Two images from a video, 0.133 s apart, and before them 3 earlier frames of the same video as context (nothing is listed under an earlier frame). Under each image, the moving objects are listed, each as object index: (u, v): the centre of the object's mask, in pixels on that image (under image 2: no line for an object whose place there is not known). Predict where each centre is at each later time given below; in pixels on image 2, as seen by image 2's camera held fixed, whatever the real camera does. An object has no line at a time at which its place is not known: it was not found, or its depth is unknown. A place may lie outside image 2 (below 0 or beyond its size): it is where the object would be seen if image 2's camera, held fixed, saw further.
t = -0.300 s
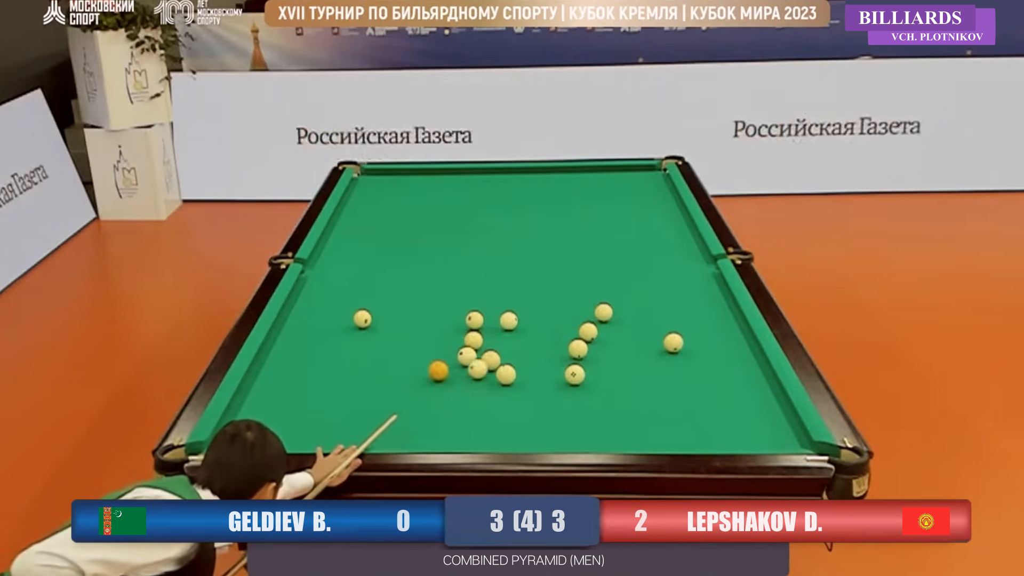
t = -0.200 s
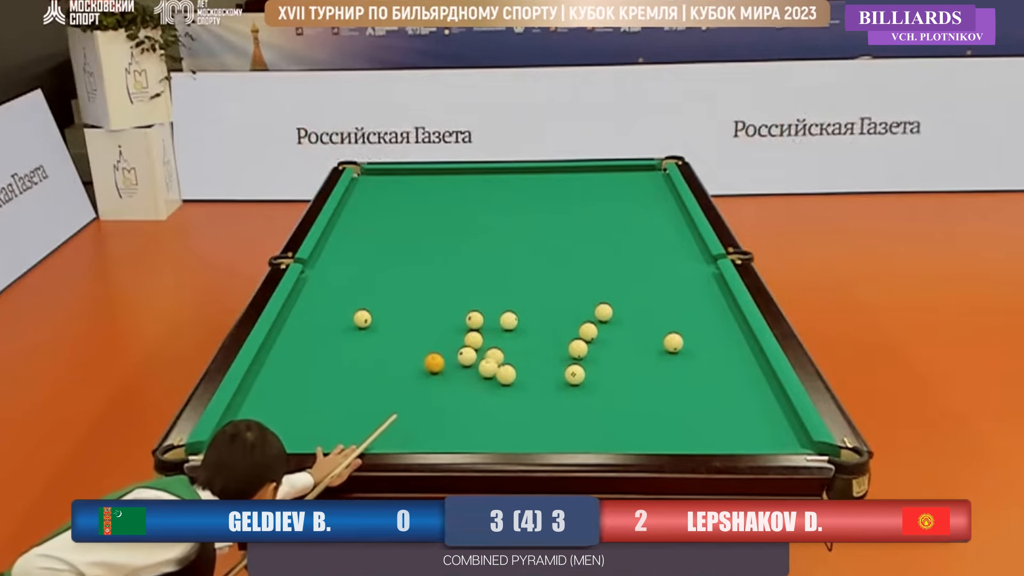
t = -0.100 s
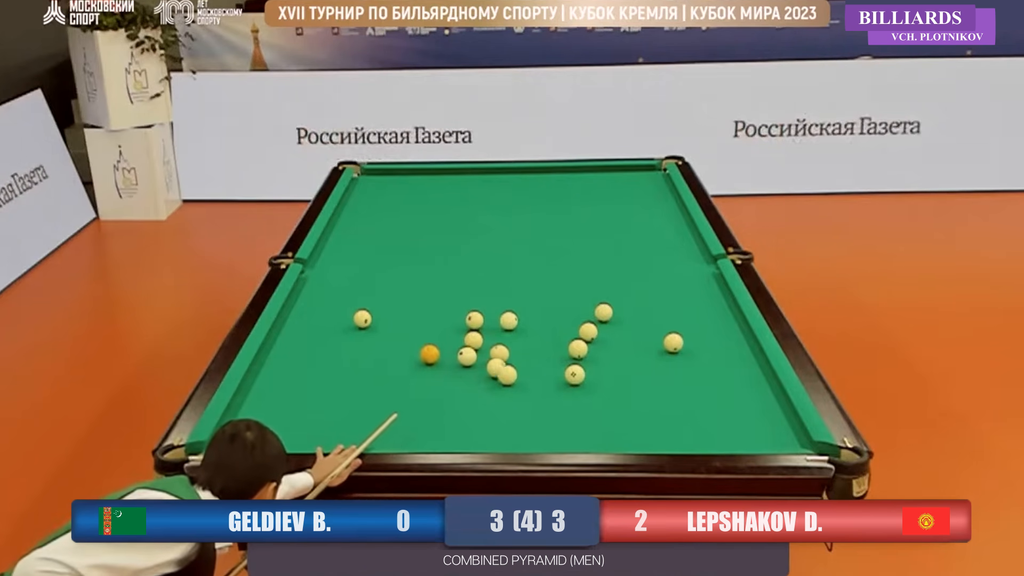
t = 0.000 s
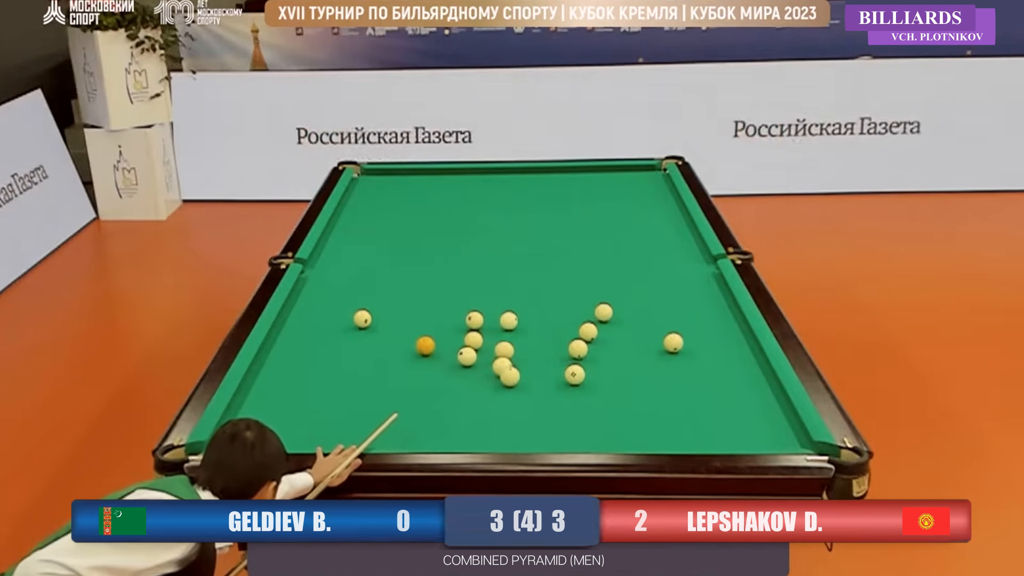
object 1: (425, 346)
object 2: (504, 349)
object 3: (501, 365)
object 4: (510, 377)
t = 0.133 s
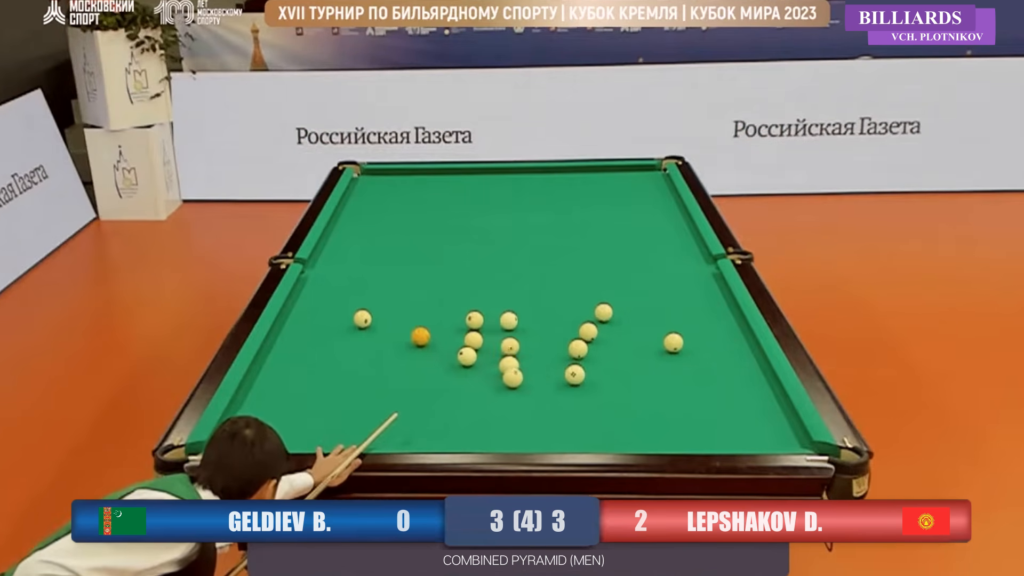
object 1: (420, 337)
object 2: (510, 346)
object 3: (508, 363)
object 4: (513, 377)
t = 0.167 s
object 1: (420, 335)
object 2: (511, 346)
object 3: (509, 363)
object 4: (513, 378)
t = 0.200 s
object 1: (419, 333)
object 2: (512, 345)
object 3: (511, 363)
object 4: (514, 378)
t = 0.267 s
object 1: (415, 327)
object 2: (516, 342)
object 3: (516, 363)
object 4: (516, 379)
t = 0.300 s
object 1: (415, 325)
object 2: (517, 342)
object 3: (517, 362)
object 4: (516, 379)
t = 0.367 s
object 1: (412, 321)
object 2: (520, 339)
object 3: (521, 362)
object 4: (518, 379)
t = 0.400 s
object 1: (411, 318)
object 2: (521, 338)
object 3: (522, 362)
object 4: (518, 380)
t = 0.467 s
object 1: (409, 315)
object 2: (523, 337)
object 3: (525, 362)
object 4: (519, 380)
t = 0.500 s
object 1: (408, 313)
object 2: (524, 336)
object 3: (526, 361)
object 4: (520, 380)
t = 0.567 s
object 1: (406, 308)
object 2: (527, 334)
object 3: (530, 361)
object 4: (521, 381)
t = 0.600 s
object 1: (405, 306)
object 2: (529, 333)
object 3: (531, 361)
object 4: (522, 381)
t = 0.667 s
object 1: (402, 301)
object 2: (531, 331)
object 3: (534, 361)
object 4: (522, 382)
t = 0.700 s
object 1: (401, 299)
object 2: (533, 331)
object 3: (536, 360)
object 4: (523, 382)
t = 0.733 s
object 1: (400, 298)
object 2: (534, 330)
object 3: (537, 360)
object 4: (524, 382)
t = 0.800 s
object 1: (399, 294)
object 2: (536, 329)
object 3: (539, 360)
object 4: (525, 383)
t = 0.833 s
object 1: (398, 293)
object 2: (537, 327)
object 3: (541, 360)
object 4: (525, 383)
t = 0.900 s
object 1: (396, 289)
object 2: (540, 326)
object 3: (544, 359)
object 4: (526, 383)
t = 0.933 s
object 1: (395, 288)
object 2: (540, 325)
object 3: (544, 359)
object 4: (526, 383)
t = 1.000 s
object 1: (393, 284)
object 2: (543, 324)
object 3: (547, 359)
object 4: (527, 384)
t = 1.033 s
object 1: (392, 281)
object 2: (544, 323)
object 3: (549, 358)
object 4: (528, 384)
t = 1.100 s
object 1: (390, 278)
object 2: (546, 321)
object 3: (550, 358)
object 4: (528, 384)
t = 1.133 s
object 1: (390, 276)
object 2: (547, 321)
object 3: (551, 358)
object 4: (528, 384)
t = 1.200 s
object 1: (388, 274)
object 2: (549, 319)
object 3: (554, 358)
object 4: (529, 385)
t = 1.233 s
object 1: (387, 272)
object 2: (550, 319)
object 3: (555, 357)
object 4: (529, 385)
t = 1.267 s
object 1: (387, 271)
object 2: (551, 318)
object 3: (556, 357)
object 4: (530, 385)
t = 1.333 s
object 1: (385, 267)
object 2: (553, 316)
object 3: (558, 357)
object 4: (530, 385)
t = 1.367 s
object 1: (384, 264)
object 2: (555, 315)
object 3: (560, 357)
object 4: (531, 386)
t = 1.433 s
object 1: (382, 261)
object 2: (557, 314)
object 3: (562, 357)
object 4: (531, 386)
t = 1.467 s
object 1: (381, 260)
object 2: (557, 313)
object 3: (562, 357)
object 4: (531, 386)
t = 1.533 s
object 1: (380, 257)
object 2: (560, 312)
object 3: (564, 356)
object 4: (532, 386)
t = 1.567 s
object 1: (379, 255)
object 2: (561, 311)
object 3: (565, 356)
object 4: (532, 386)
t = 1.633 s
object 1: (378, 253)
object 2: (562, 310)
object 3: (566, 356)
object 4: (532, 386)
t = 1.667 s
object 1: (377, 252)
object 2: (563, 310)
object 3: (567, 356)
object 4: (532, 386)
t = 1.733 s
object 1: (376, 248)
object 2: (565, 309)
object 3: (569, 356)
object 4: (532, 386)
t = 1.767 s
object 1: (375, 248)
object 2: (565, 308)
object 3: (569, 356)
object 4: (532, 386)
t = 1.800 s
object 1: (374, 246)
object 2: (566, 307)
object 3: (571, 355)
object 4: (532, 386)
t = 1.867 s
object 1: (373, 243)
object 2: (568, 306)
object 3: (572, 356)
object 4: (532, 386)
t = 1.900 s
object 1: (373, 242)
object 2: (568, 306)
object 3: (573, 356)
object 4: (532, 387)
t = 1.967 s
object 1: (371, 239)
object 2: (570, 305)
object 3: (574, 356)
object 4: (532, 387)
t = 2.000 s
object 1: (370, 238)
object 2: (571, 304)
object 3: (574, 356)
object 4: (532, 387)
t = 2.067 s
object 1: (370, 236)
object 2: (572, 303)
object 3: (575, 356)
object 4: (532, 387)
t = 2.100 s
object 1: (369, 235)
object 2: (573, 303)
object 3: (575, 356)
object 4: (532, 387)
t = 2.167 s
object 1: (368, 233)
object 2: (574, 302)
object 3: (576, 356)
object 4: (532, 387)
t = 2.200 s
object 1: (367, 231)
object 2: (575, 301)
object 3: (576, 356)
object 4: (532, 387)
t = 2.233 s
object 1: (367, 230)
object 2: (575, 301)
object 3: (577, 356)
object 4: (532, 387)
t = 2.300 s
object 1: (365, 228)
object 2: (577, 300)
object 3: (577, 356)
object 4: (532, 387)
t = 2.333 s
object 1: (365, 226)
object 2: (578, 299)
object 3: (578, 356)
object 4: (532, 387)
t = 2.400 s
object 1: (364, 225)
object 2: (579, 299)
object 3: (578, 356)
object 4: (532, 387)
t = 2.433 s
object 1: (363, 224)
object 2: (579, 298)
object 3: (578, 356)
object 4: (532, 387)
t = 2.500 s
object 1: (362, 221)
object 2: (580, 297)
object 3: (578, 356)
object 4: (532, 387)
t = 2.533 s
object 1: (362, 221)
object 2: (581, 297)
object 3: (578, 356)
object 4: (532, 387)
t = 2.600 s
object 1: (361, 218)
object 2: (582, 296)
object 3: (579, 356)
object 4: (532, 387)
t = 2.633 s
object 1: (360, 217)
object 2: (583, 296)
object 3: (579, 356)
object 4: (532, 387)
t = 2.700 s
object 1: (359, 215)
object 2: (584, 295)
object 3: (579, 356)
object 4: (532, 387)
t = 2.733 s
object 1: (359, 214)
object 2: (585, 294)
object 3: (579, 356)
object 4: (532, 387)
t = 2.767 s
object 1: (359, 213)
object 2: (585, 294)
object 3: (579, 356)
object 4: (532, 387)
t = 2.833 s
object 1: (358, 212)
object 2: (586, 293)
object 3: (579, 356)
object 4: (532, 387)
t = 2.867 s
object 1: (358, 211)
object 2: (587, 293)
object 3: (579, 356)
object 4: (532, 387)
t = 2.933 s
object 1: (357, 209)
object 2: (587, 292)
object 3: (579, 356)
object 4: (532, 387)
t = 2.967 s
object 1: (357, 208)
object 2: (588, 292)
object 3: (579, 356)
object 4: (532, 387)
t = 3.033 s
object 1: (355, 206)
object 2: (589, 291)
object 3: (579, 356)
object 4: (532, 387)
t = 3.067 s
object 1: (355, 205)
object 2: (589, 291)
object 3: (579, 356)
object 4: (532, 387)
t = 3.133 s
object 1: (354, 204)
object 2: (590, 290)
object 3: (579, 356)
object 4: (532, 387)
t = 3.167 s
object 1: (353, 202)
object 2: (591, 290)
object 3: (579, 356)
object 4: (532, 387)
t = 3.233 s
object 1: (353, 201)
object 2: (592, 290)
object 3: (579, 356)
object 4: (532, 387)
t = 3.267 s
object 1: (353, 200)
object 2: (592, 289)
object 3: (579, 356)
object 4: (532, 387)
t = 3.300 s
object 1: (352, 200)
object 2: (592, 289)
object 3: (579, 356)
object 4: (532, 387)
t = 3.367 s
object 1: (351, 198)
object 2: (593, 289)
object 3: (579, 356)
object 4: (532, 387)
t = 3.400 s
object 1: (351, 197)
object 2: (594, 288)
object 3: (579, 356)
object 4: (532, 387)
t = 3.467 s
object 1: (350, 195)
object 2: (595, 288)
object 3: (579, 356)
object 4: (532, 387)
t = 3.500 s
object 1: (349, 194)
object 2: (595, 288)
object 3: (579, 356)
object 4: (532, 387)
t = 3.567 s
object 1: (349, 193)
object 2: (596, 287)
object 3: (579, 356)
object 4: (532, 387)
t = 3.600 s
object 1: (350, 193)
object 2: (596, 287)
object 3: (579, 356)
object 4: (532, 387)
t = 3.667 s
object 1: (352, 191)
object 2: (597, 287)
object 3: (579, 356)
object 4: (532, 387)
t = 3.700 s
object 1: (352, 191)
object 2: (597, 286)
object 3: (579, 356)
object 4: (532, 387)
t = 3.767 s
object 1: (354, 189)
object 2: (598, 286)
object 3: (579, 356)
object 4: (532, 387)
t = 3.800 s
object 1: (355, 188)
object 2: (598, 286)
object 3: (579, 356)
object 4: (532, 387)
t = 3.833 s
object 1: (355, 188)
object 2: (598, 285)
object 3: (579, 356)
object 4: (532, 387)
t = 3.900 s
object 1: (356, 187)
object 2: (599, 285)
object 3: (579, 356)
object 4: (532, 387)
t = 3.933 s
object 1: (357, 186)
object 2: (599, 285)
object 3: (579, 356)
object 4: (532, 387)
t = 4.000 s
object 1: (359, 185)
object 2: (600, 285)
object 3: (579, 356)
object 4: (532, 387)
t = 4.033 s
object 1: (359, 184)
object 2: (600, 285)
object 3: (579, 356)
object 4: (532, 387)
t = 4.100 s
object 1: (361, 183)
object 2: (600, 285)
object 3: (579, 356)
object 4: (532, 387)
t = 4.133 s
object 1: (362, 182)
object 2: (601, 284)
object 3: (579, 356)
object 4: (532, 387)
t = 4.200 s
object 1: (363, 181)
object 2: (601, 284)
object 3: (579, 356)
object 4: (532, 387)
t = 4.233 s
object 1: (364, 181)
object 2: (601, 284)
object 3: (579, 356)
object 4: (532, 387)
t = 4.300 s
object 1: (365, 180)
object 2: (601, 284)
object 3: (579, 356)
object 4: (532, 387)
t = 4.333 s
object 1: (366, 179)
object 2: (601, 284)
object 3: (579, 356)
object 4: (532, 387)
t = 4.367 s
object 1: (366, 179)
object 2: (602, 283)
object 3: (579, 356)
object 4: (532, 387)
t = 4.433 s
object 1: (367, 178)
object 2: (602, 283)
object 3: (579, 356)
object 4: (532, 387)
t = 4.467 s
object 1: (368, 177)
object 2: (602, 283)
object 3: (579, 356)
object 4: (532, 387)
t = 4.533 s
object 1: (369, 176)
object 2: (602, 283)
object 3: (579, 356)
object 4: (532, 387)
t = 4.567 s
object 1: (370, 175)
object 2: (602, 283)
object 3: (579, 356)
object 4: (532, 387)
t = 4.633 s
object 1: (372, 174)
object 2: (602, 283)
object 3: (579, 356)
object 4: (532, 387)
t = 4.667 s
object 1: (372, 173)
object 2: (602, 283)
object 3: (579, 356)
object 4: (532, 387)
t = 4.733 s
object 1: (373, 173)
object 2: (602, 283)
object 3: (579, 356)
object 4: (532, 387)
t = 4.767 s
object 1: (374, 172)
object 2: (602, 283)
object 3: (579, 356)
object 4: (532, 387)
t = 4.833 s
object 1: (375, 171)
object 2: (602, 283)
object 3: (579, 356)
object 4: (532, 387)
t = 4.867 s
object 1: (375, 171)
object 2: (602, 283)
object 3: (579, 356)
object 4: (532, 387)
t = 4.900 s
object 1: (375, 171)
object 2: (602, 283)
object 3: (579, 356)
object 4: (532, 387)
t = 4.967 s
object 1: (376, 172)
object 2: (602, 283)
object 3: (579, 356)
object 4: (532, 387)
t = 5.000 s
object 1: (376, 172)
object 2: (602, 283)
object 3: (579, 356)
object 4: (532, 387)
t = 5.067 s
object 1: (376, 172)
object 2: (602, 283)
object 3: (579, 356)
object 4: (532, 387)
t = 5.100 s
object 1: (376, 172)
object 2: (602, 283)
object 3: (579, 356)
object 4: (532, 387)
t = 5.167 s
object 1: (377, 173)
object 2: (602, 283)
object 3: (579, 356)
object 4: (532, 387)
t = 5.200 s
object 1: (377, 173)
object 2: (602, 283)
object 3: (579, 356)
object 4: (532, 387)
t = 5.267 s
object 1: (377, 174)
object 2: (602, 283)
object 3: (579, 356)
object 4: (532, 387)
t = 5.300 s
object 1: (377, 174)
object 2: (602, 283)
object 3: (579, 356)
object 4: (532, 387)
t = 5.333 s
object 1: (377, 174)
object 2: (602, 283)
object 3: (579, 356)
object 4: (532, 387)
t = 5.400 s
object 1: (377, 175)
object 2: (603, 283)
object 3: (579, 356)
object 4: (532, 387)
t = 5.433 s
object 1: (378, 175)
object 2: (603, 283)
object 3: (579, 356)
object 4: (532, 387)
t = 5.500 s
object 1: (378, 175)
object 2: (603, 283)
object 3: (579, 356)
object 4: (532, 387)
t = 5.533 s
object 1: (378, 175)
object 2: (603, 283)
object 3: (579, 356)
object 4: (532, 387)
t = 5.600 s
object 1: (378, 176)
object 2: (603, 283)
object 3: (579, 356)
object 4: (532, 387)
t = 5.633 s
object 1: (378, 176)
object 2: (603, 283)
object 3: (579, 356)
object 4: (532, 387)
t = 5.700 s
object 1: (379, 177)
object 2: (603, 283)
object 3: (579, 356)
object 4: (532, 387)
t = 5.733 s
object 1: (379, 177)
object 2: (603, 283)
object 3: (579, 356)
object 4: (532, 387)
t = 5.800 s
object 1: (379, 177)
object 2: (603, 283)
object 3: (579, 356)
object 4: (532, 387)
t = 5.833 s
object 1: (379, 177)
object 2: (603, 283)
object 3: (579, 356)
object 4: (532, 387)
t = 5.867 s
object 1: (379, 178)
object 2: (603, 283)
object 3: (579, 356)
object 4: (532, 387)
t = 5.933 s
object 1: (379, 178)
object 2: (603, 283)
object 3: (579, 356)
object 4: (532, 387)
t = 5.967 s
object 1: (380, 178)
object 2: (603, 283)
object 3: (579, 356)
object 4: (532, 387)
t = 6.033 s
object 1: (380, 178)
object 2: (603, 283)
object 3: (579, 356)
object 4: (532, 387)
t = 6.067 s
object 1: (380, 179)
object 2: (603, 283)
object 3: (579, 356)
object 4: (532, 387)
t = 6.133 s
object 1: (380, 179)
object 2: (603, 283)
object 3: (579, 356)
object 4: (532, 387)
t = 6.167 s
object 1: (380, 179)
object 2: (603, 283)
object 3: (579, 356)
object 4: (532, 387)
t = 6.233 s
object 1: (380, 180)
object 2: (603, 283)
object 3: (579, 356)
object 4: (532, 387)
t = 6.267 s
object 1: (381, 180)
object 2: (603, 283)
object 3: (579, 356)
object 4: (532, 387)
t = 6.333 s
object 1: (381, 180)
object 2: (603, 283)
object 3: (579, 356)
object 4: (532, 387)
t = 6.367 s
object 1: (381, 180)
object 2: (603, 283)
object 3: (579, 356)
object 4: (532, 387)
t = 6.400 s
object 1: (381, 180)
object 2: (603, 283)
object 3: (579, 356)
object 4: (532, 387)
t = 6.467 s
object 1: (381, 180)
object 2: (603, 283)
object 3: (579, 356)
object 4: (532, 387)
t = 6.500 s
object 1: (381, 180)
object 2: (603, 283)
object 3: (579, 356)
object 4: (532, 387)
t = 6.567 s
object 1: (381, 181)
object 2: (603, 283)
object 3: (579, 356)
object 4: (532, 387)
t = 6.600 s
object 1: (381, 181)
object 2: (603, 283)
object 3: (579, 356)
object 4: (532, 387)
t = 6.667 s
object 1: (381, 181)
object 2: (603, 283)
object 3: (579, 356)
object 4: (532, 387)
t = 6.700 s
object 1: (381, 181)
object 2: (603, 283)
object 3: (579, 356)
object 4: (532, 387)
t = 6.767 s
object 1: (381, 181)
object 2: (603, 283)
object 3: (579, 356)
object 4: (532, 387)
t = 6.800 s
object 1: (381, 181)
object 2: (603, 283)
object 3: (579, 356)
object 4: (532, 387)
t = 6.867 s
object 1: (381, 182)
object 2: (603, 283)
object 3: (579, 356)
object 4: (532, 387)
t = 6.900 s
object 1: (381, 182)
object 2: (603, 283)
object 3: (579, 356)
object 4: (532, 387)
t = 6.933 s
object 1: (381, 182)
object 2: (603, 283)
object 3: (579, 356)
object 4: (532, 387)
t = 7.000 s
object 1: (381, 182)
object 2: (603, 283)
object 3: (579, 356)
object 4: (532, 387)
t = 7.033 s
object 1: (381, 182)
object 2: (603, 283)
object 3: (579, 356)
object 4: (532, 387)
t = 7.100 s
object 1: (381, 182)
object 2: (603, 283)
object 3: (579, 356)
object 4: (532, 387)
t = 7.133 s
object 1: (381, 182)
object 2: (603, 283)
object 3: (579, 356)
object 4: (532, 387)
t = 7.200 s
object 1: (381, 182)
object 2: (603, 283)
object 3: (579, 356)
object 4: (532, 387)
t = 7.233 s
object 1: (381, 182)
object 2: (603, 283)
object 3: (579, 356)
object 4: (532, 387)
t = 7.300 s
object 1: (381, 182)
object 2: (603, 283)
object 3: (579, 356)
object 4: (532, 387)
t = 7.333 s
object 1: (381, 182)
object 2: (603, 283)
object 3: (579, 356)
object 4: (532, 387)
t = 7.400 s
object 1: (381, 183)
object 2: (603, 283)
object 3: (579, 356)
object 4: (532, 387)
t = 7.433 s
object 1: (381, 183)
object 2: (603, 283)
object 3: (579, 356)
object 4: (532, 387)
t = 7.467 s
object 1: (381, 183)
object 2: (603, 283)
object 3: (579, 356)
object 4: (532, 387)
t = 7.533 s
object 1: (381, 183)
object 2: (603, 283)
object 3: (579, 356)
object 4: (532, 387)
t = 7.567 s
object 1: (381, 183)
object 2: (603, 282)
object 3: (579, 356)
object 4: (532, 387)
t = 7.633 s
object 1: (381, 183)
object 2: (603, 283)
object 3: (579, 356)
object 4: (532, 387)
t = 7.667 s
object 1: (381, 183)
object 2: (603, 282)
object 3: (579, 356)
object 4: (532, 387)
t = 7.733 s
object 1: (381, 183)
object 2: (603, 283)
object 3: (579, 356)
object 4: (532, 387)
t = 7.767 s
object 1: (381, 183)
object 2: (603, 283)
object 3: (579, 356)
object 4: (532, 387)
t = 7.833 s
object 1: (381, 183)
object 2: (603, 283)
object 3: (579, 356)
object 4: (532, 387)
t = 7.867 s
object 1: (381, 183)
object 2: (603, 283)
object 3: (579, 356)
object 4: (532, 387)
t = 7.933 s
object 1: (381, 183)
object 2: (603, 283)
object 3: (579, 356)
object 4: (532, 387)
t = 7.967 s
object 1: (381, 183)
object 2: (603, 283)
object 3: (579, 356)
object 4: (532, 387)
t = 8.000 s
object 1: (381, 183)
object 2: (603, 283)
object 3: (579, 356)
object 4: (532, 387)
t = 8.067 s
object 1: (381, 183)
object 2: (603, 283)
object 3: (579, 356)
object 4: (532, 387)
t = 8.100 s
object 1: (381, 183)
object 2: (603, 283)
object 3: (579, 356)
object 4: (532, 387)
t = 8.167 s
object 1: (381, 183)
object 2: (603, 283)
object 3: (579, 356)
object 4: (532, 387)
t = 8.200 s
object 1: (381, 183)
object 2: (603, 283)
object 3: (579, 356)
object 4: (532, 387)
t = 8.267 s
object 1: (381, 183)
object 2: (603, 283)
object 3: (579, 356)
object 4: (532, 387)
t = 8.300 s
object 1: (381, 183)
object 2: (603, 283)
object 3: (579, 356)
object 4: (532, 387)
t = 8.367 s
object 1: (381, 183)
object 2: (603, 283)
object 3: (579, 356)
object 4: (532, 387)
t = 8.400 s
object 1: (381, 183)
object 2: (603, 283)
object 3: (579, 356)
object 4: (532, 387)
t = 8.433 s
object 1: (381, 183)
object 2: (603, 283)
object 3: (579, 356)
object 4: (532, 387)
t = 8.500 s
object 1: (381, 183)
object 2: (603, 283)
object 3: (579, 356)
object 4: (532, 387)
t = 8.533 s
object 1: (381, 183)
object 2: (603, 283)
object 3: (579, 356)
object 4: (532, 387)
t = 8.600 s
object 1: (381, 183)
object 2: (603, 283)
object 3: (579, 356)
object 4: (532, 387)
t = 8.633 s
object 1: (381, 183)
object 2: (603, 283)
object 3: (579, 356)
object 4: (532, 387)
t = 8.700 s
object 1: (381, 183)
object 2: (603, 283)
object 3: (579, 356)
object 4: (532, 387)
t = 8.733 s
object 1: (381, 183)
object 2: (603, 283)
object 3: (579, 356)
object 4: (532, 387)
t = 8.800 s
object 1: (381, 183)
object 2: (603, 283)
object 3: (579, 356)
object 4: (532, 387)
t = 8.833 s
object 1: (381, 183)
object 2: (603, 283)
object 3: (579, 356)
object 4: (532, 387)
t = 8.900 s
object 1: (381, 183)
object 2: (603, 283)
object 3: (579, 356)
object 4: (532, 387)
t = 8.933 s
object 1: (381, 183)
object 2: (603, 283)
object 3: (579, 356)
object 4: (532, 387)
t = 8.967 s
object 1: (381, 183)
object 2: (603, 283)
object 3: (579, 356)
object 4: (532, 387)
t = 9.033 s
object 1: (381, 183)
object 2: (603, 283)
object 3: (579, 356)
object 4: (532, 387)
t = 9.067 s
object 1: (381, 183)
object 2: (603, 283)
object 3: (579, 356)
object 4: (532, 387)
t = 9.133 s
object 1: (381, 183)
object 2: (603, 283)
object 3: (579, 356)
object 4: (532, 387)
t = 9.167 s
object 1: (381, 183)
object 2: (603, 283)
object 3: (579, 356)
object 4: (532, 387)
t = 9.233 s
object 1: (381, 183)
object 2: (603, 283)
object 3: (579, 356)
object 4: (532, 387)
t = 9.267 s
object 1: (381, 183)
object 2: (603, 282)
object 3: (579, 356)
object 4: (532, 387)
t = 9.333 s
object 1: (381, 183)
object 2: (603, 282)
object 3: (579, 356)
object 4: (532, 387)
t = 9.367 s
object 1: (381, 183)
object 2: (603, 283)
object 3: (579, 356)
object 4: (532, 387)
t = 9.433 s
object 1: (381, 183)
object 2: (603, 283)
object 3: (579, 356)
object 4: (532, 387)
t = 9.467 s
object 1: (381, 183)
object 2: (603, 283)
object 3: (579, 356)
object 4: (532, 387)
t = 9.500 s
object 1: (381, 183)
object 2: (603, 283)
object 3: (579, 356)
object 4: (532, 387)
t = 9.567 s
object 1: (381, 183)
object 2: (603, 282)
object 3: (579, 356)
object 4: (532, 387)
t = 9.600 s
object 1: (381, 183)
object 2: (603, 282)
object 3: (579, 356)
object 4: (532, 387)
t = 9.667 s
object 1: (381, 183)
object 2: (603, 282)
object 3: (579, 356)
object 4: (532, 387)
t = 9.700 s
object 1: (381, 183)
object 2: (603, 282)
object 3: (579, 356)
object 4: (532, 387)
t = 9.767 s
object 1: (381, 183)
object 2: (603, 282)
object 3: (579, 356)
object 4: (532, 387)
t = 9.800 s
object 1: (381, 183)
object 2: (603, 282)
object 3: (579, 356)
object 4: (532, 387)
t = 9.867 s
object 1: (381, 183)
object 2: (603, 282)
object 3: (579, 356)
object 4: (532, 387)
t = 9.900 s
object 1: (381, 183)
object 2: (603, 282)
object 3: (579, 356)
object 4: (532, 387)
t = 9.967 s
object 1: (381, 183)
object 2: (603, 283)
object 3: (579, 356)
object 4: (532, 387)
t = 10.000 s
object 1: (381, 183)
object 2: (603, 283)
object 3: (579, 356)
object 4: (532, 387)
